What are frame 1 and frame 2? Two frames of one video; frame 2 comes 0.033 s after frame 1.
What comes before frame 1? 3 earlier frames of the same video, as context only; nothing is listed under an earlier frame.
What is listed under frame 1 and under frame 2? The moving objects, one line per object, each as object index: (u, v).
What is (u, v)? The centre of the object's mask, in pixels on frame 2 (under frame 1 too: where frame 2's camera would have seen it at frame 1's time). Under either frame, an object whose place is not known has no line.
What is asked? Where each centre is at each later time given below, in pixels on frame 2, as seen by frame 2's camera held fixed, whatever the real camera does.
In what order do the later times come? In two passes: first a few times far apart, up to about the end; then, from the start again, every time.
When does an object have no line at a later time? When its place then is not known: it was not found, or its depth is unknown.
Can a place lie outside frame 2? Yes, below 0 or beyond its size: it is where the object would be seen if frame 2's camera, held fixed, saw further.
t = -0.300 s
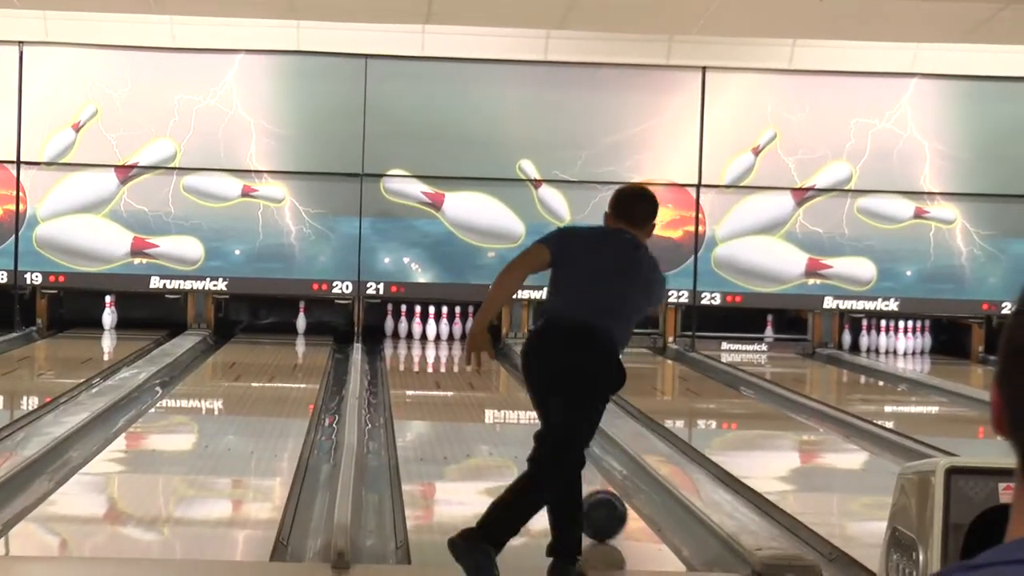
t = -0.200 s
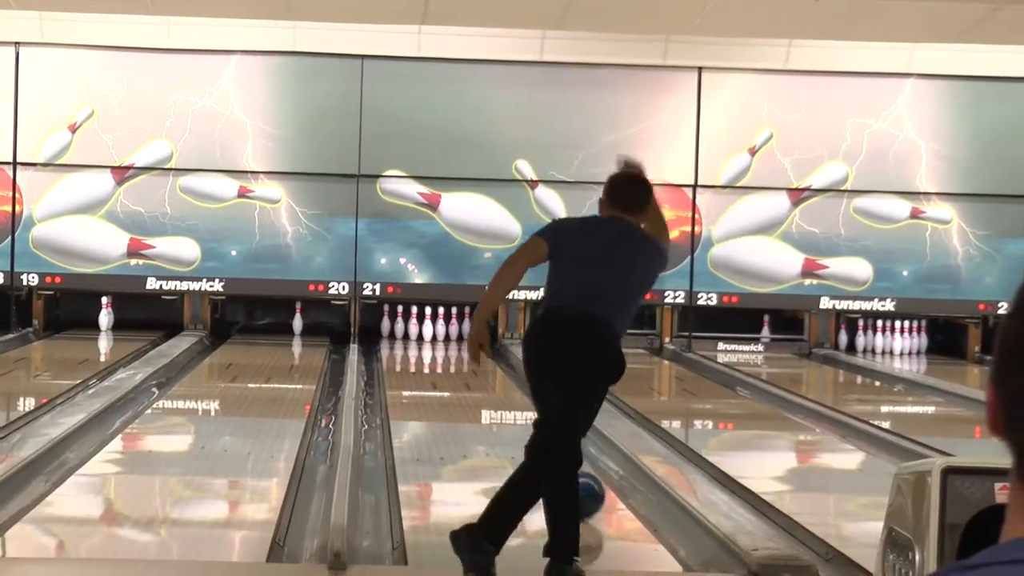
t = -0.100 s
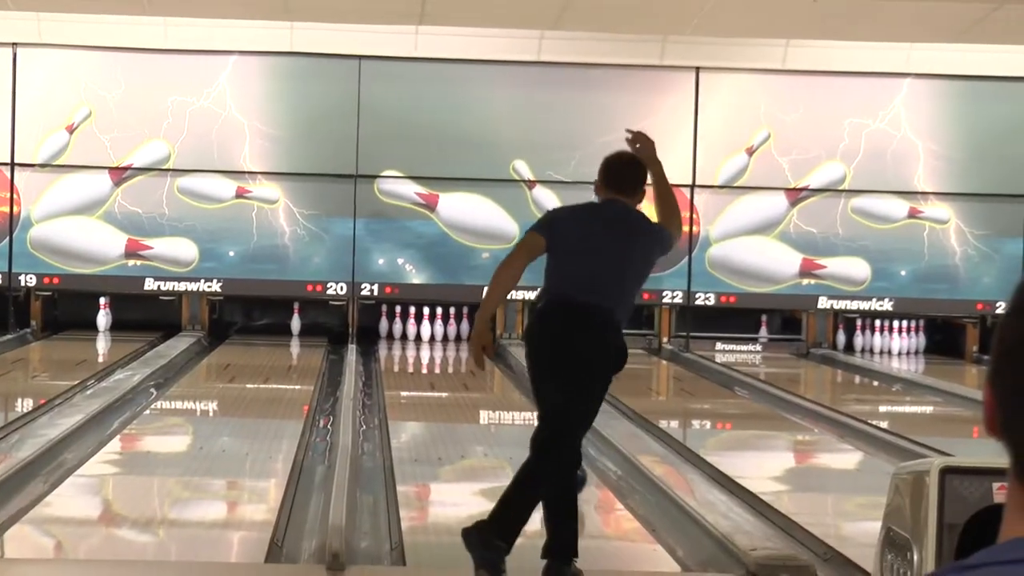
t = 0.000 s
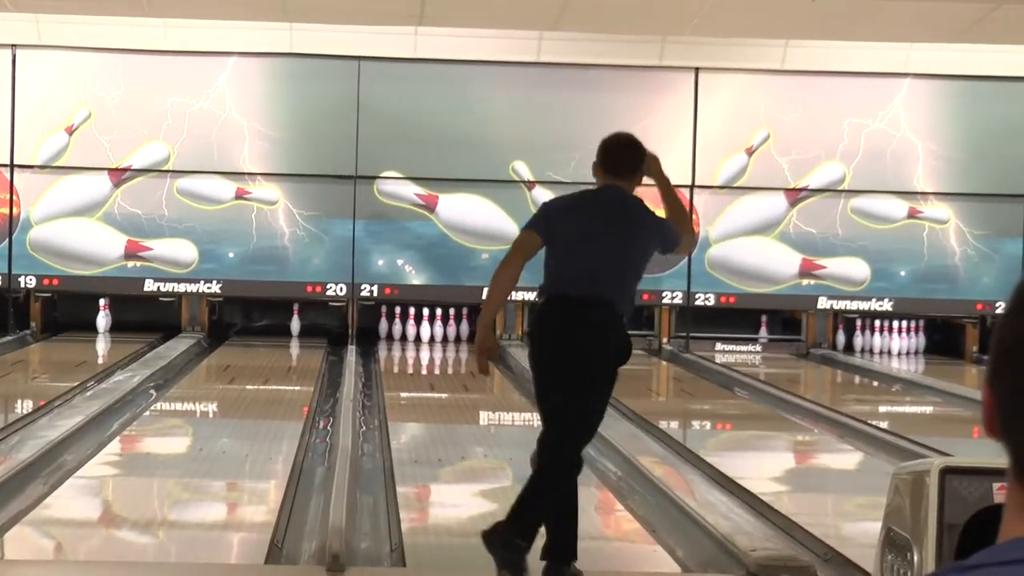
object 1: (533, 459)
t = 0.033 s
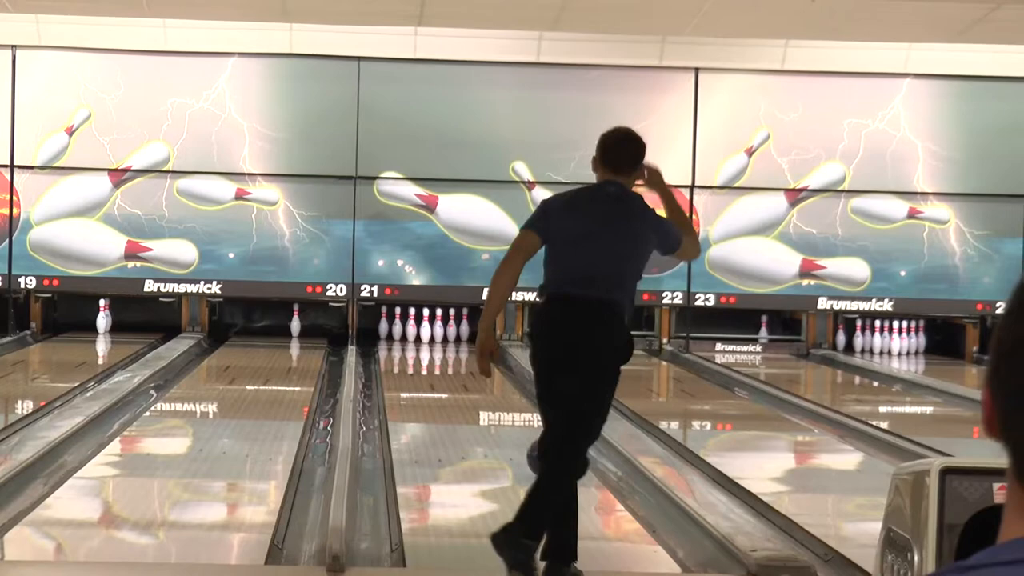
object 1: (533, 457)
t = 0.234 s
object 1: (526, 432)
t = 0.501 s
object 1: (503, 406)
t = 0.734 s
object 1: (487, 389)
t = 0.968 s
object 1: (473, 375)
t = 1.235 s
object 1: (459, 360)
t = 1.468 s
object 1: (447, 350)
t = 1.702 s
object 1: (435, 342)
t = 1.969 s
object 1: (419, 335)
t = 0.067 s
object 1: (532, 453)
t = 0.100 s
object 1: (531, 448)
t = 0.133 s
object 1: (530, 443)
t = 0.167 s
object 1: (529, 439)
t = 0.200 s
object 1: (528, 435)
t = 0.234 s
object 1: (526, 432)
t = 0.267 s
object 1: (522, 428)
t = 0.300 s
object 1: (519, 425)
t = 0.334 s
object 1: (516, 421)
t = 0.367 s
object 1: (514, 418)
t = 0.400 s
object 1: (511, 415)
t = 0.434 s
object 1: (508, 412)
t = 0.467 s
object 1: (505, 409)
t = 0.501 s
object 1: (503, 406)
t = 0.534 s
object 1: (500, 403)
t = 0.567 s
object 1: (498, 401)
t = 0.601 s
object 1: (496, 398)
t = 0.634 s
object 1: (493, 396)
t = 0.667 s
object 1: (491, 393)
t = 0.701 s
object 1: (489, 391)
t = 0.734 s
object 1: (487, 389)
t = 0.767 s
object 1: (485, 386)
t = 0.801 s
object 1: (483, 384)
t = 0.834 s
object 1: (481, 382)
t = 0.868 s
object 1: (479, 380)
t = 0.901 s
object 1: (477, 378)
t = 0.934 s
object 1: (474, 376)
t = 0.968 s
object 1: (473, 375)
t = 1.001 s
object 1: (471, 373)
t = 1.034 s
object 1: (469, 371)
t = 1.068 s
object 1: (468, 369)
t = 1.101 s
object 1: (466, 367)
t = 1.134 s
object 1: (464, 365)
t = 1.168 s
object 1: (462, 364)
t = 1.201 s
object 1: (461, 362)
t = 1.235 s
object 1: (459, 360)
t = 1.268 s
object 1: (457, 358)
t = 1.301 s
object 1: (456, 357)
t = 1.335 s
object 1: (454, 355)
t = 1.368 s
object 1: (453, 354)
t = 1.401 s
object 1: (451, 353)
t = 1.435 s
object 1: (448, 352)
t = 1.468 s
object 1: (447, 350)
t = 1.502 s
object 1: (445, 349)
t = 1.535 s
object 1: (444, 348)
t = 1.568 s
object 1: (442, 346)
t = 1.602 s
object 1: (440, 345)
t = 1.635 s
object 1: (438, 344)
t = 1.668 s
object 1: (437, 343)
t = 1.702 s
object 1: (435, 342)
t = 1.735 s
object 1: (433, 341)
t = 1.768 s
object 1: (431, 340)
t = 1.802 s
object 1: (429, 339)
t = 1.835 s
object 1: (427, 338)
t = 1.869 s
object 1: (426, 337)
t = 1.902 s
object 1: (424, 337)
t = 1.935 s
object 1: (423, 336)
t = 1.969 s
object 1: (419, 335)
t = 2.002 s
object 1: (414, 334)
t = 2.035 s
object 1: (412, 333)
